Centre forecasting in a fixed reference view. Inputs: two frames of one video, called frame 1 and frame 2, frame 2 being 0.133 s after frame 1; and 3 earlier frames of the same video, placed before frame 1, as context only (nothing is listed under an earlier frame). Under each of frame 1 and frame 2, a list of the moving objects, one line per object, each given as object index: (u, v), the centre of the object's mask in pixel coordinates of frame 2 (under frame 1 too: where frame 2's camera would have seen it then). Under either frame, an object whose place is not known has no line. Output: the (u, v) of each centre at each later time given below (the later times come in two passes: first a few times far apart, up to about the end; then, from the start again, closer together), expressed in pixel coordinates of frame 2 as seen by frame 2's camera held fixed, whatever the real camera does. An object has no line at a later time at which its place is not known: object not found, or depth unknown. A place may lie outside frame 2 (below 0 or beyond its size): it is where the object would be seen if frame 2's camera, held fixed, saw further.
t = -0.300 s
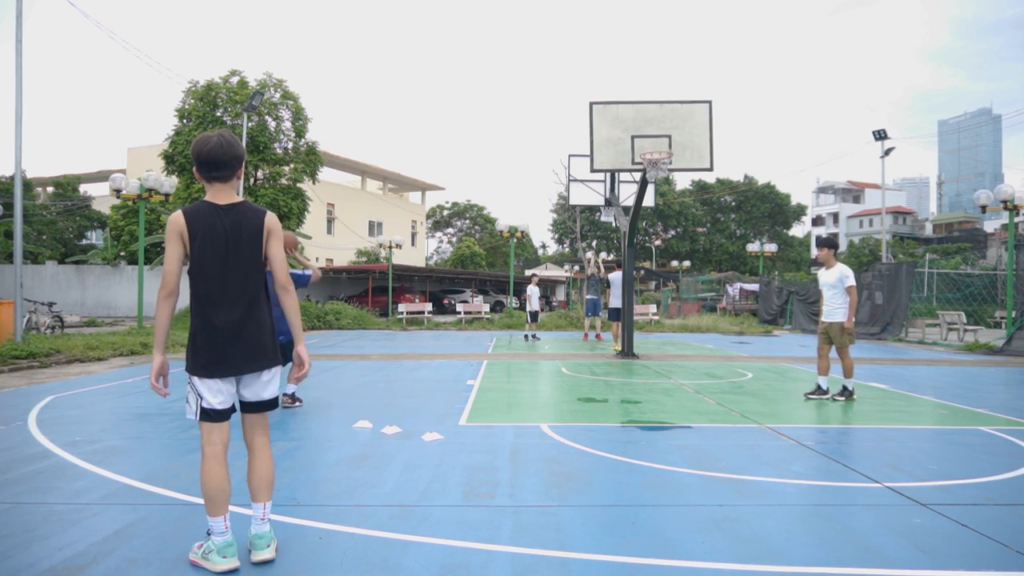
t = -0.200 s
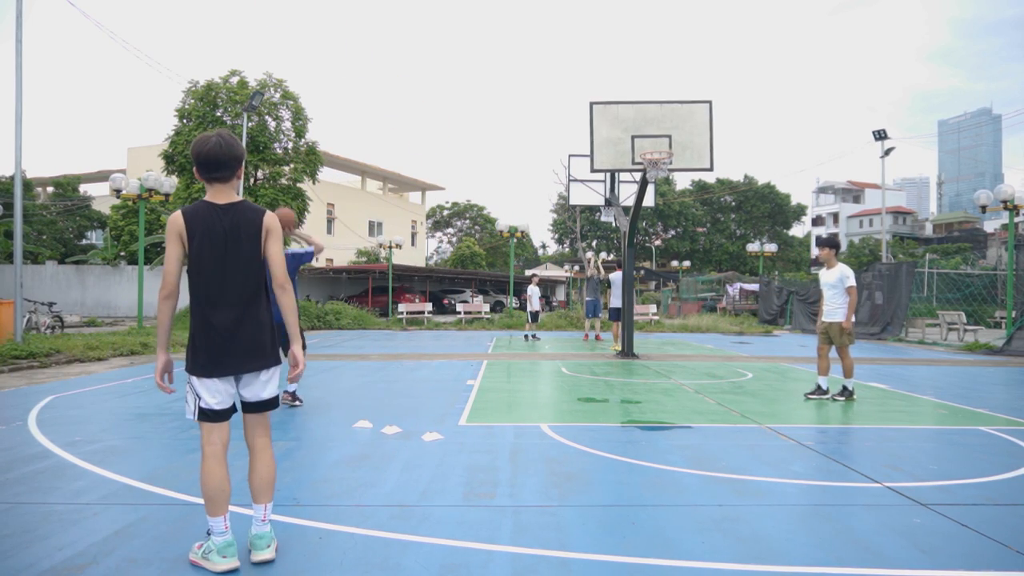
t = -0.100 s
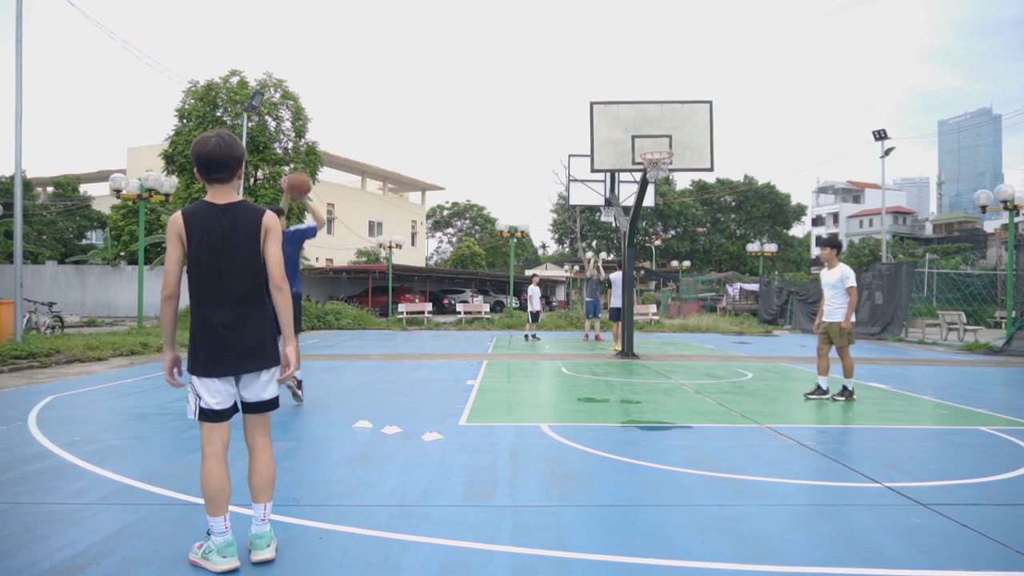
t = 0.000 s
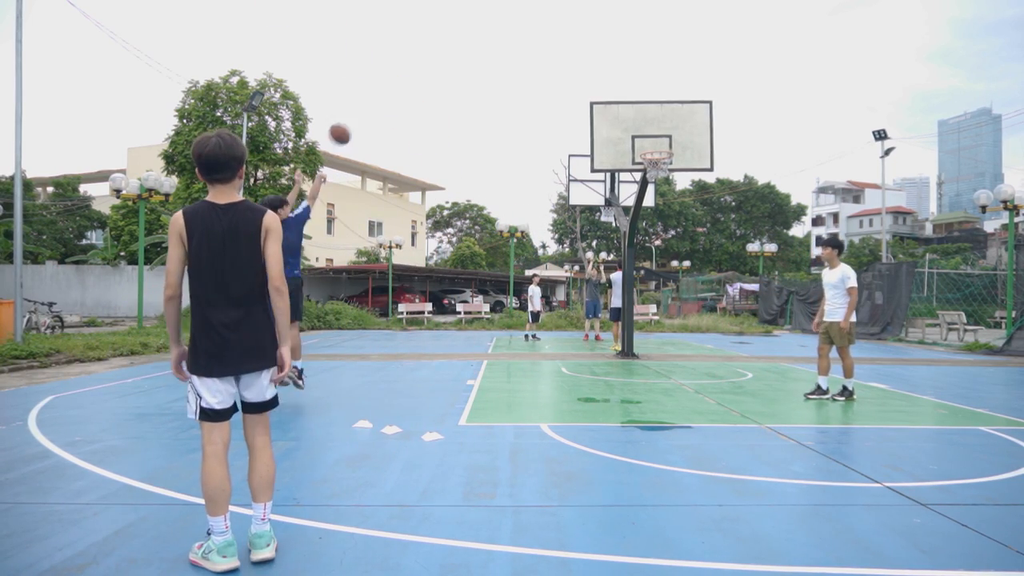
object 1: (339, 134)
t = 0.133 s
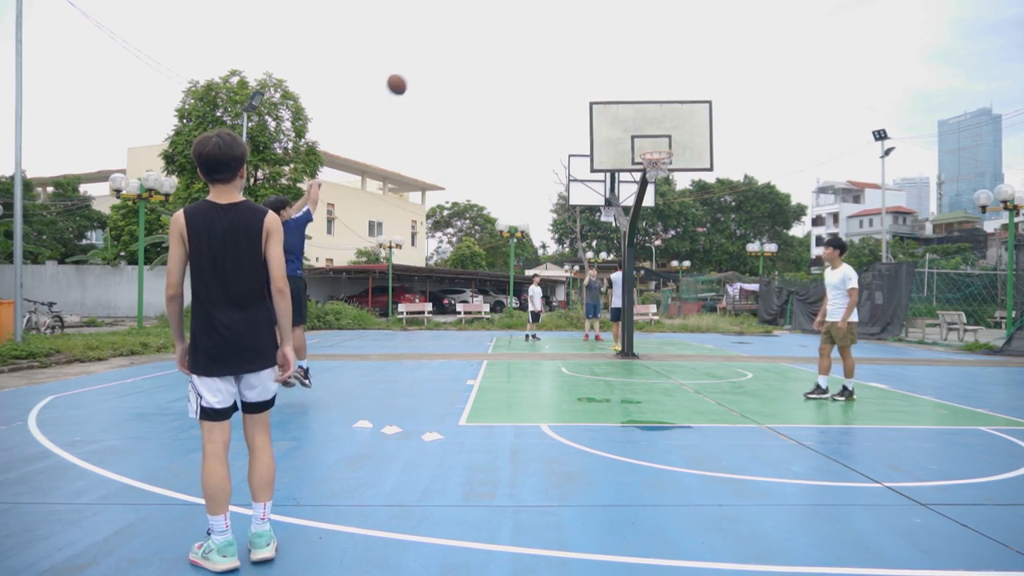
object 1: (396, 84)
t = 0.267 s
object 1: (447, 55)
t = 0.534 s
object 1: (533, 47)
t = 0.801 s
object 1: (604, 92)
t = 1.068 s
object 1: (638, 136)
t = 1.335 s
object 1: (612, 131)
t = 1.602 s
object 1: (581, 186)
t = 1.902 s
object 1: (539, 344)
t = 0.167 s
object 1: (410, 75)
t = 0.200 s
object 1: (423, 67)
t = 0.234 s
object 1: (435, 61)
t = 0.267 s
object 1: (447, 55)
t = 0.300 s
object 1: (459, 51)
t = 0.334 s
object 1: (470, 47)
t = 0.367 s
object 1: (481, 45)
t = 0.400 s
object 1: (492, 44)
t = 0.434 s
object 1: (503, 43)
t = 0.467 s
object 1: (513, 44)
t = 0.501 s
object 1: (524, 45)
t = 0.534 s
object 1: (533, 47)
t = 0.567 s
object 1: (543, 50)
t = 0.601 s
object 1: (552, 54)
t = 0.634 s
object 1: (562, 59)
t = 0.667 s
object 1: (571, 64)
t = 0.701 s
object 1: (579, 70)
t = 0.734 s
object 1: (588, 77)
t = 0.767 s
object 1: (596, 84)
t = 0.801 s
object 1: (604, 92)
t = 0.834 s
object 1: (612, 101)
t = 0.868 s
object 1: (620, 110)
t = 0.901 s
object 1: (628, 120)
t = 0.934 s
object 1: (635, 130)
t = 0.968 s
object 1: (642, 141)
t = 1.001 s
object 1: (644, 144)
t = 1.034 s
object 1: (641, 140)
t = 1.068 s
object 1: (638, 136)
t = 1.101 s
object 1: (635, 132)
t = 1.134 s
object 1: (632, 130)
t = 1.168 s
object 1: (629, 128)
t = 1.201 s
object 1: (626, 127)
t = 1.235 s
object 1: (623, 127)
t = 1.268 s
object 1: (619, 127)
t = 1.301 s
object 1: (616, 129)
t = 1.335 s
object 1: (612, 131)
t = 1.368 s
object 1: (609, 134)
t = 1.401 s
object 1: (605, 139)
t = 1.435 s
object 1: (601, 144)
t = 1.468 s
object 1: (597, 150)
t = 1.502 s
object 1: (593, 157)
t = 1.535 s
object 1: (589, 165)
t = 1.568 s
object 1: (585, 175)
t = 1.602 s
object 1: (581, 186)
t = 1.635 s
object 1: (576, 198)
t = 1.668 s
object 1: (572, 212)
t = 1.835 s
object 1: (549, 297)
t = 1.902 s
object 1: (539, 344)
